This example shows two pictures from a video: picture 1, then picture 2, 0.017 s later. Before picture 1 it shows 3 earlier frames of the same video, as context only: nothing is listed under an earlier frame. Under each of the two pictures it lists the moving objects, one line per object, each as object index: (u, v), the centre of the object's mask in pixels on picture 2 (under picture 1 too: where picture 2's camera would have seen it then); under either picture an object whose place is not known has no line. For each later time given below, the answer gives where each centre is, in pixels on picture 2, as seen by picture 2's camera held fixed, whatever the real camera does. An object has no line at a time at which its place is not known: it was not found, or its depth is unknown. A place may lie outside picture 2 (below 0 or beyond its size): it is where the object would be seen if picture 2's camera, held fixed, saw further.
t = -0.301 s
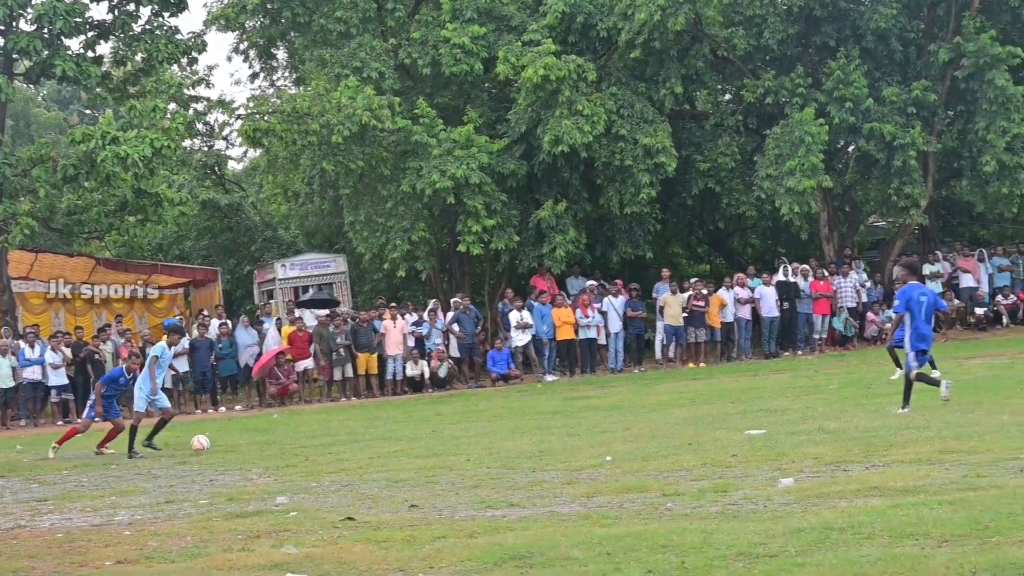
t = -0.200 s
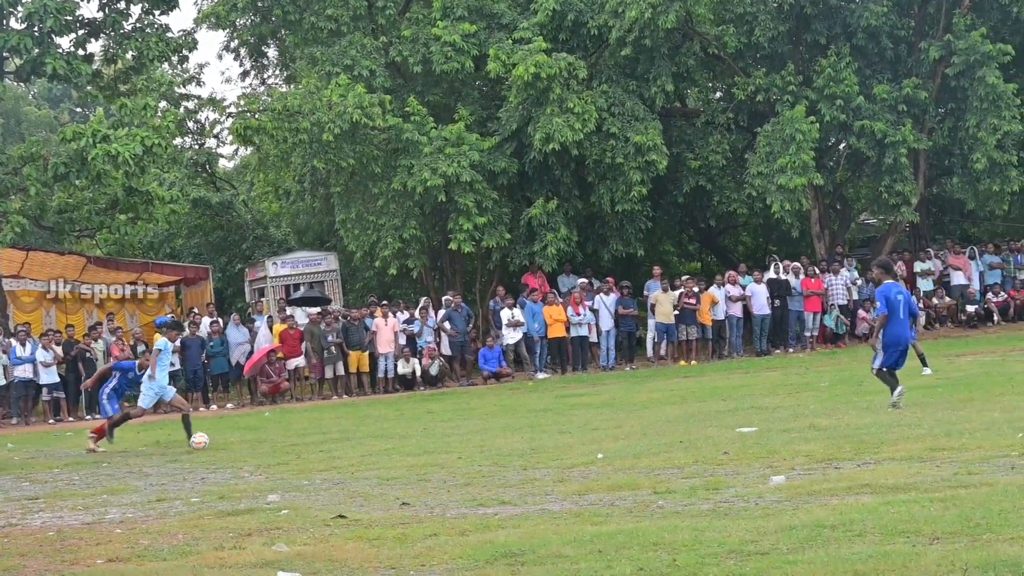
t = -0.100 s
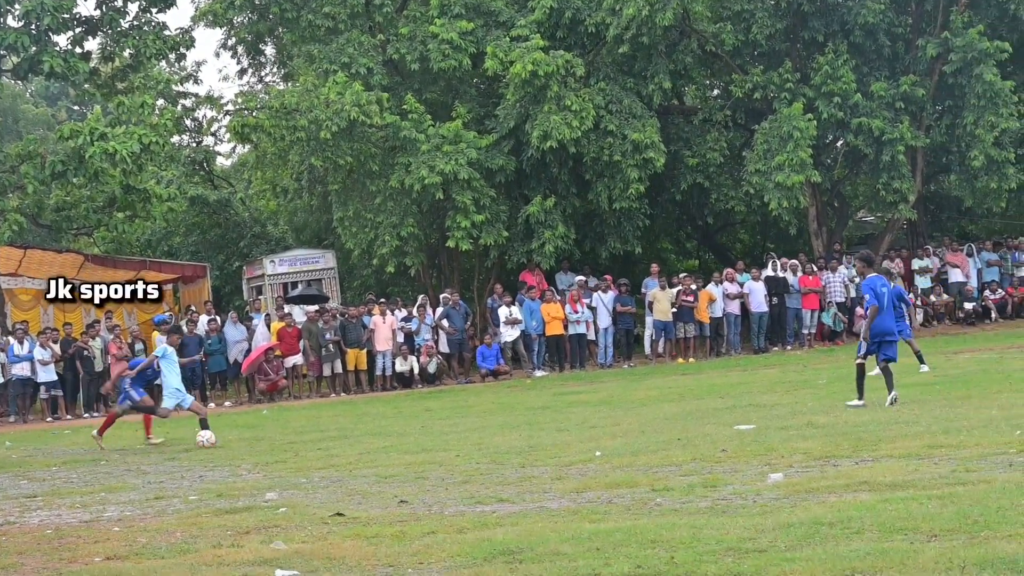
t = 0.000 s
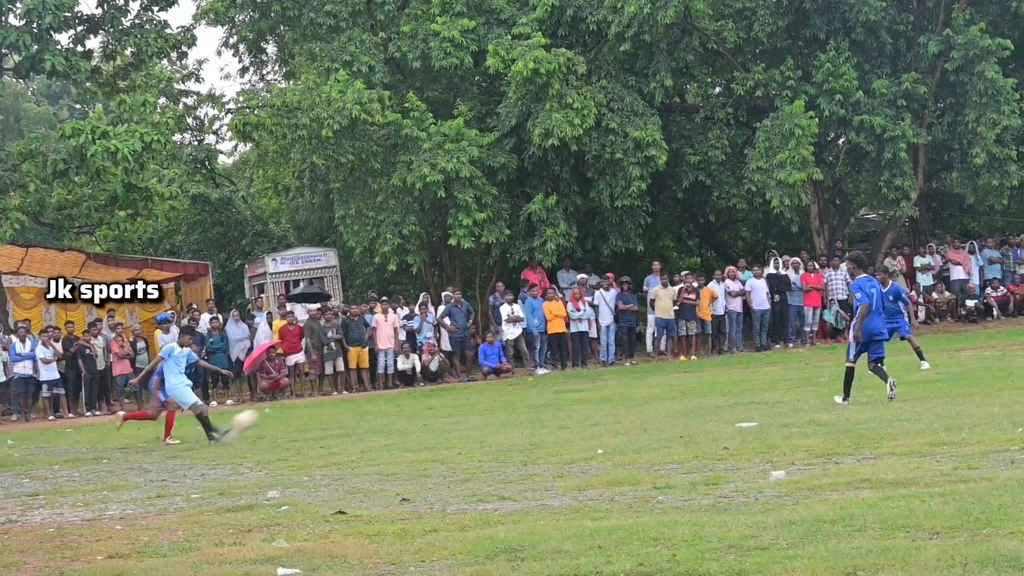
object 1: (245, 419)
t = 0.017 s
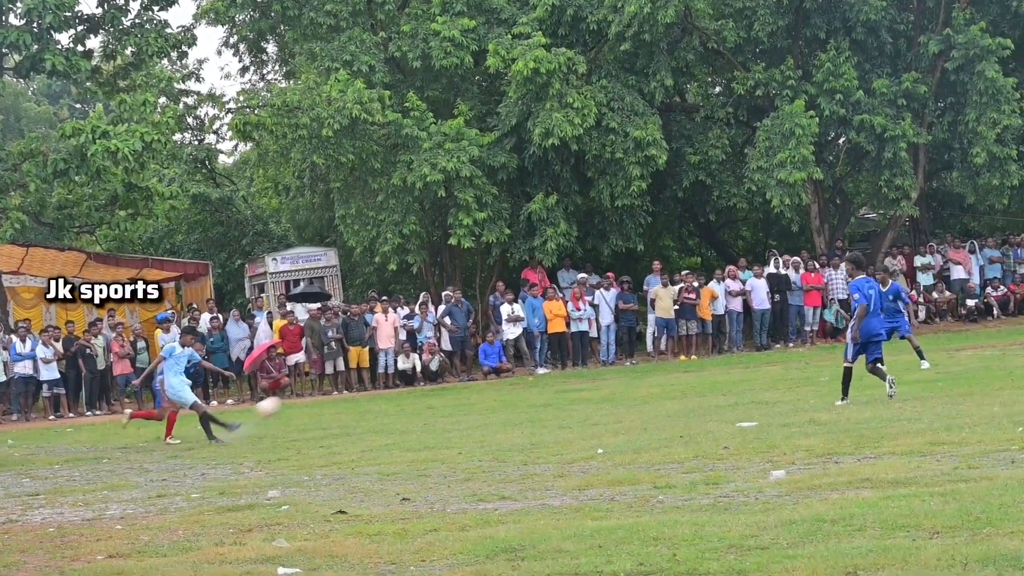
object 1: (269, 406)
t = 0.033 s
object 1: (290, 394)
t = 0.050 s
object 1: (311, 384)
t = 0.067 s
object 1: (333, 373)
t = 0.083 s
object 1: (355, 362)
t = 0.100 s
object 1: (377, 351)
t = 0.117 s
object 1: (397, 342)
